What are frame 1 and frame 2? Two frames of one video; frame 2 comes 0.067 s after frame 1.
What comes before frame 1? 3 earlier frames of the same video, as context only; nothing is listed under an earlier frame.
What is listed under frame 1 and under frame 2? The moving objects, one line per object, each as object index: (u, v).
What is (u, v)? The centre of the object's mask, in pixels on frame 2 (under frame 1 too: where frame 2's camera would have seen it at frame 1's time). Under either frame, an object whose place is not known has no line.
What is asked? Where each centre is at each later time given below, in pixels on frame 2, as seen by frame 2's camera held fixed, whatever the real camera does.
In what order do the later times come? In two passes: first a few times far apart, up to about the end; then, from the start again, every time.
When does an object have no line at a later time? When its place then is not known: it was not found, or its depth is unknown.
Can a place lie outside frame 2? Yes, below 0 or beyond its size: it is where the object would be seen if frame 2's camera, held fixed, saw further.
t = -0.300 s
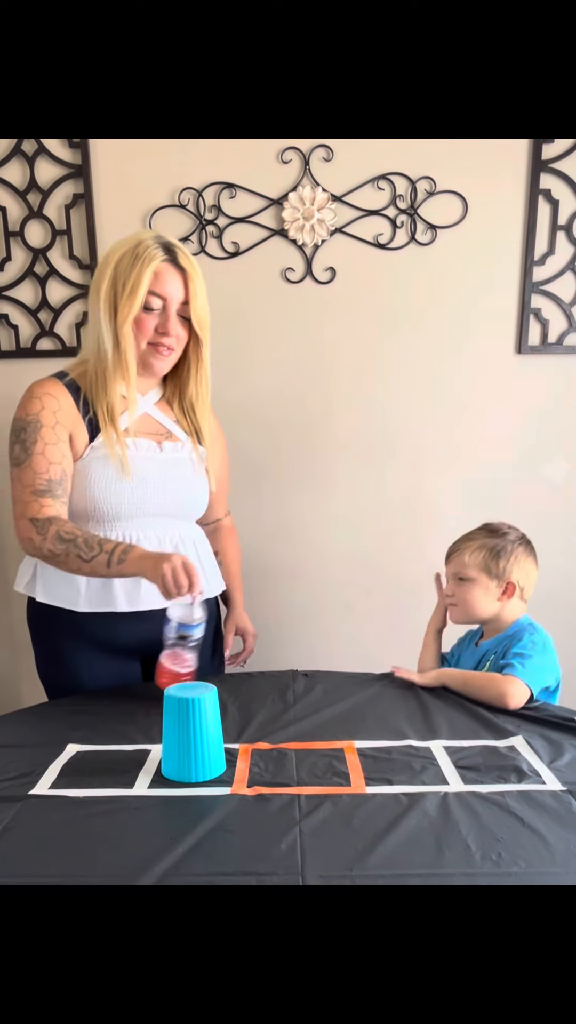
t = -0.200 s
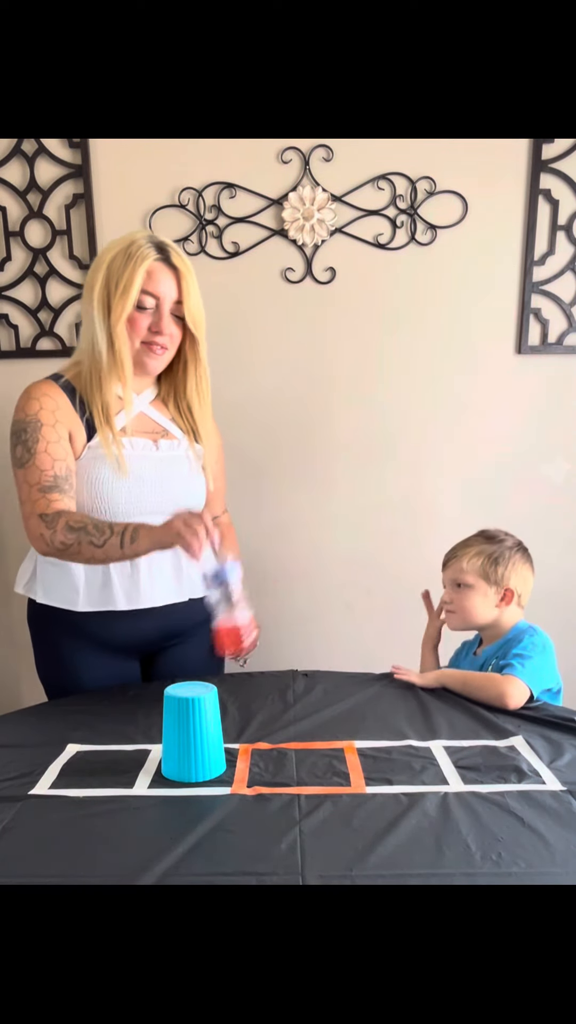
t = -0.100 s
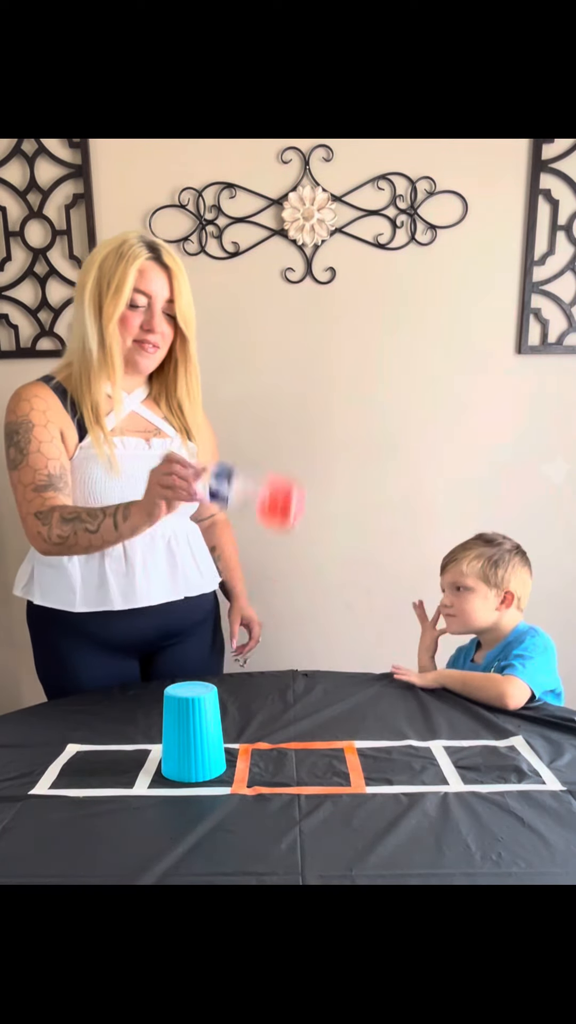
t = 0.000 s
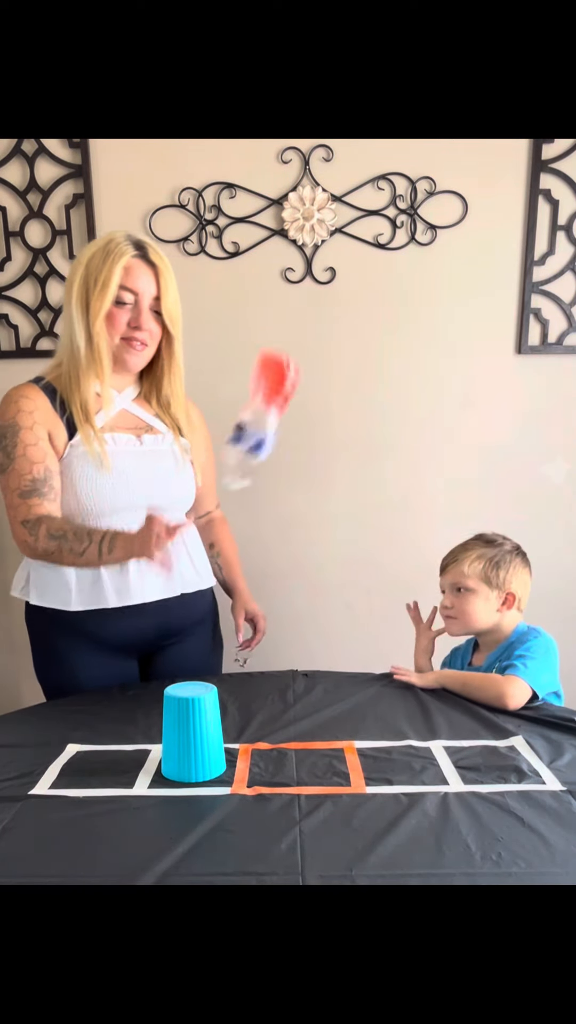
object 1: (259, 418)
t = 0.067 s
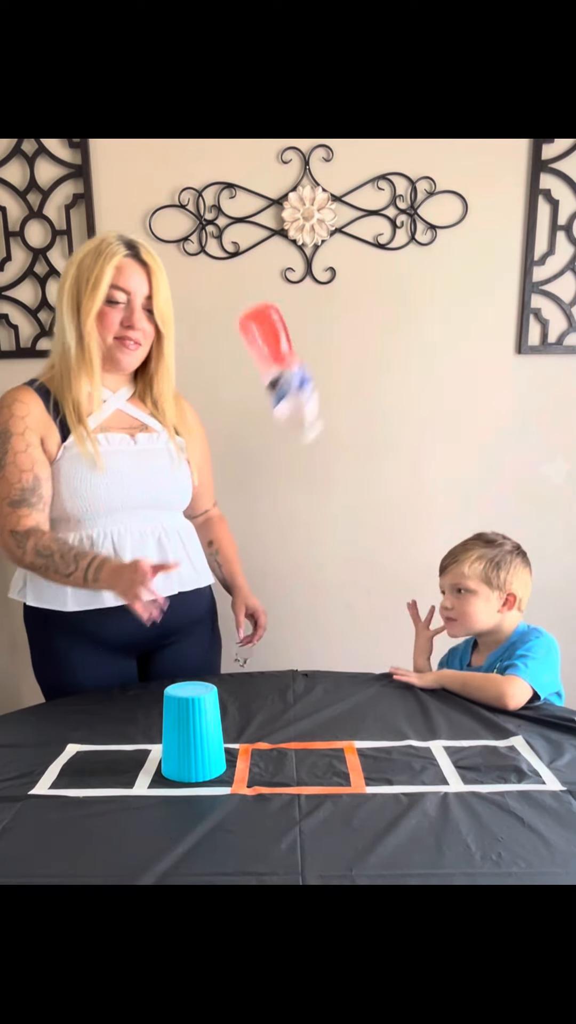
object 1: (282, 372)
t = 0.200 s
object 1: (284, 344)
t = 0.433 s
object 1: (267, 616)
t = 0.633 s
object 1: (304, 696)
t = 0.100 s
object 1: (288, 352)
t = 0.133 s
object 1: (288, 340)
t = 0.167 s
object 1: (287, 337)
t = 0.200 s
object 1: (284, 344)
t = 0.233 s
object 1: (280, 360)
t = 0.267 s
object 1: (277, 387)
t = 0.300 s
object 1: (274, 421)
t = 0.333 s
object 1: (272, 461)
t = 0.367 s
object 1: (270, 508)
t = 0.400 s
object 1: (269, 559)
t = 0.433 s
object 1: (267, 616)
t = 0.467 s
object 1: (269, 668)
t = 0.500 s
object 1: (284, 671)
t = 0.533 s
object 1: (293, 686)
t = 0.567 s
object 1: (297, 696)
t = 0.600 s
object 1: (302, 695)
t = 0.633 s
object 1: (304, 696)
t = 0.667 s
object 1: (304, 696)
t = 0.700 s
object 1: (304, 695)
